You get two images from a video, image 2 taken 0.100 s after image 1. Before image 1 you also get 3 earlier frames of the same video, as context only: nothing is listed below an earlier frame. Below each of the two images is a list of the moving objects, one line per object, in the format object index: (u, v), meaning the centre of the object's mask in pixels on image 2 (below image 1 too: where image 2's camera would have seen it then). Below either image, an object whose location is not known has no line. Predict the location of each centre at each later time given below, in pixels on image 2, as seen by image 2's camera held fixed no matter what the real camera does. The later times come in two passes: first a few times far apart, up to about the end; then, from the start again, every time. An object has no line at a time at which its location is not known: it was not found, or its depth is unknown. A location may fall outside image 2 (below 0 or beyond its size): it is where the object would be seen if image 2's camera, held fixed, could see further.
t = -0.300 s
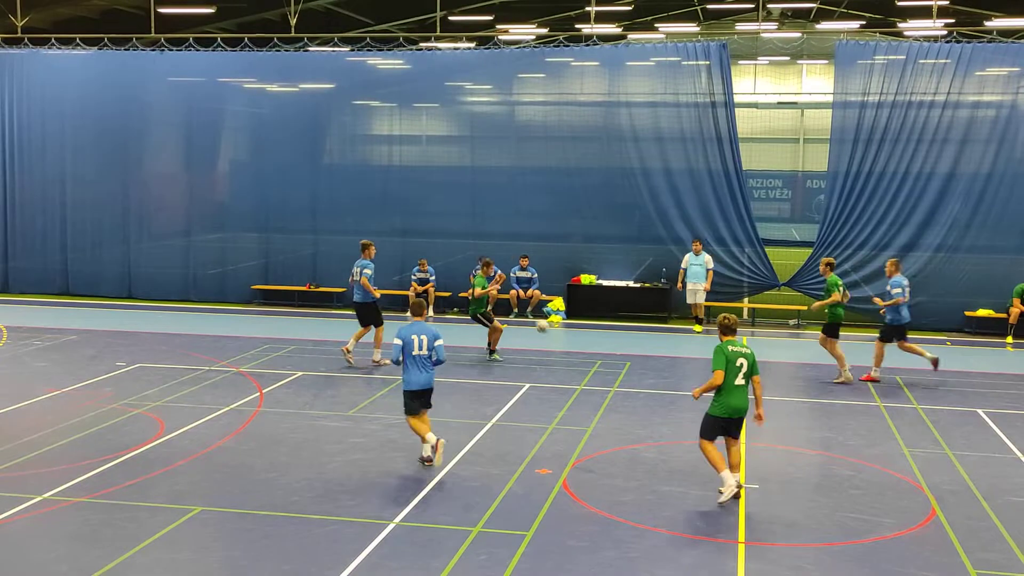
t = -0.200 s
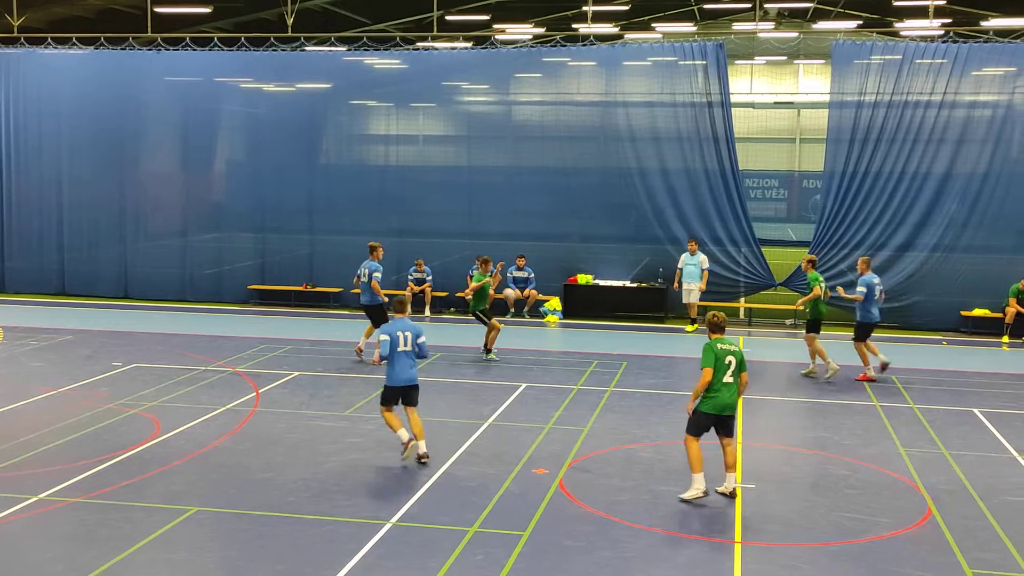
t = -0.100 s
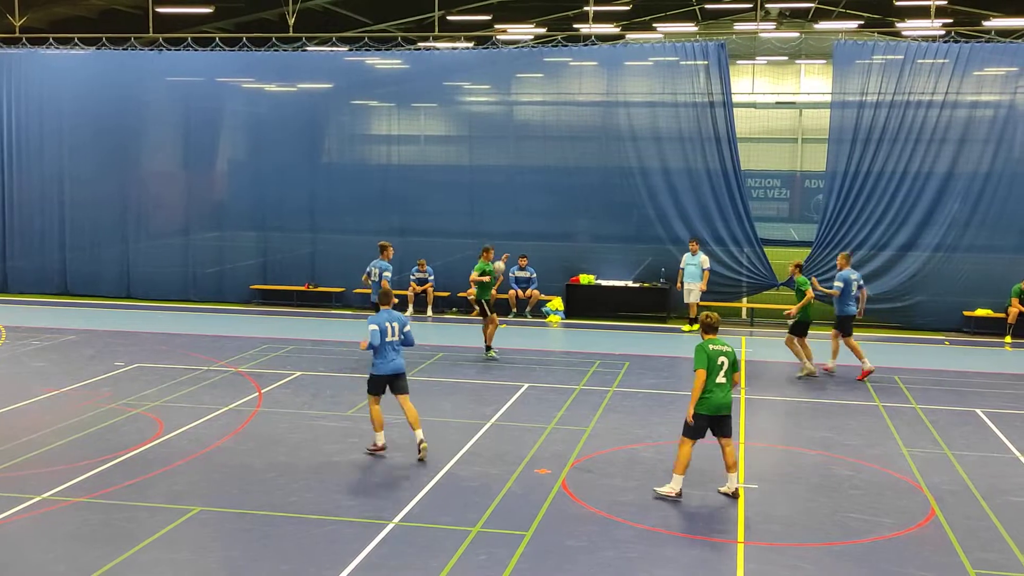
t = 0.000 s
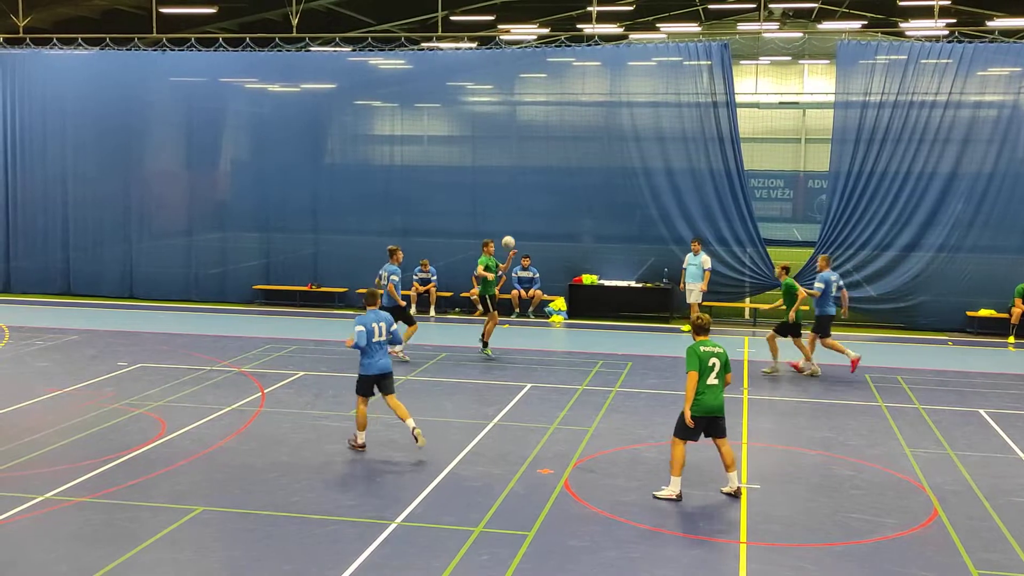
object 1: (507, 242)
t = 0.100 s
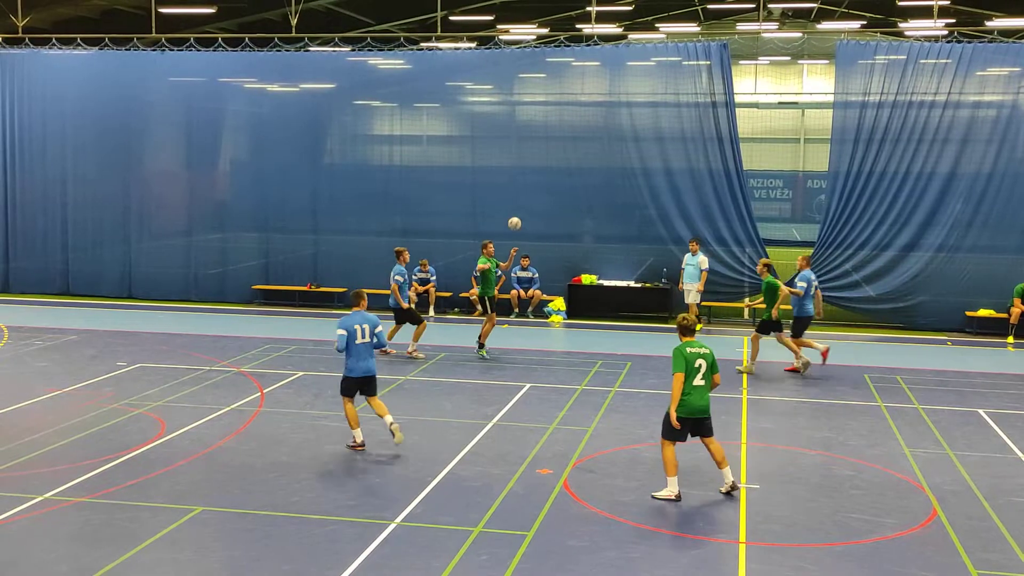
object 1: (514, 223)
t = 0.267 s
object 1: (526, 205)
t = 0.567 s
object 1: (545, 215)
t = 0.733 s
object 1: (555, 243)
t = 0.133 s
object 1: (516, 218)
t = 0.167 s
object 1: (519, 214)
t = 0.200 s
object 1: (521, 211)
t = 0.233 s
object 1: (523, 207)
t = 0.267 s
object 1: (526, 205)
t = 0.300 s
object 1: (527, 204)
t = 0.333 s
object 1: (530, 203)
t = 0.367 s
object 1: (532, 202)
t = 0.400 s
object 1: (534, 203)
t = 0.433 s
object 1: (536, 204)
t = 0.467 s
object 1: (539, 206)
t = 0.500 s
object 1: (541, 207)
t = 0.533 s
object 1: (543, 211)
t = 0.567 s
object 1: (545, 215)
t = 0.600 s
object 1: (547, 219)
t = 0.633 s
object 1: (549, 224)
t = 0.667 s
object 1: (551, 230)
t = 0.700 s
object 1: (553, 236)
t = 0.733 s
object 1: (555, 243)
